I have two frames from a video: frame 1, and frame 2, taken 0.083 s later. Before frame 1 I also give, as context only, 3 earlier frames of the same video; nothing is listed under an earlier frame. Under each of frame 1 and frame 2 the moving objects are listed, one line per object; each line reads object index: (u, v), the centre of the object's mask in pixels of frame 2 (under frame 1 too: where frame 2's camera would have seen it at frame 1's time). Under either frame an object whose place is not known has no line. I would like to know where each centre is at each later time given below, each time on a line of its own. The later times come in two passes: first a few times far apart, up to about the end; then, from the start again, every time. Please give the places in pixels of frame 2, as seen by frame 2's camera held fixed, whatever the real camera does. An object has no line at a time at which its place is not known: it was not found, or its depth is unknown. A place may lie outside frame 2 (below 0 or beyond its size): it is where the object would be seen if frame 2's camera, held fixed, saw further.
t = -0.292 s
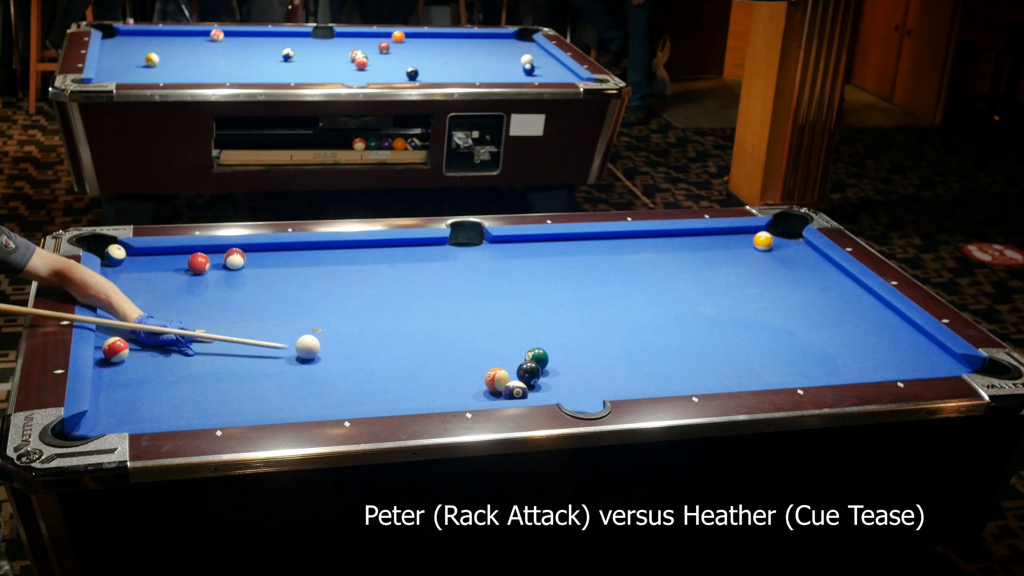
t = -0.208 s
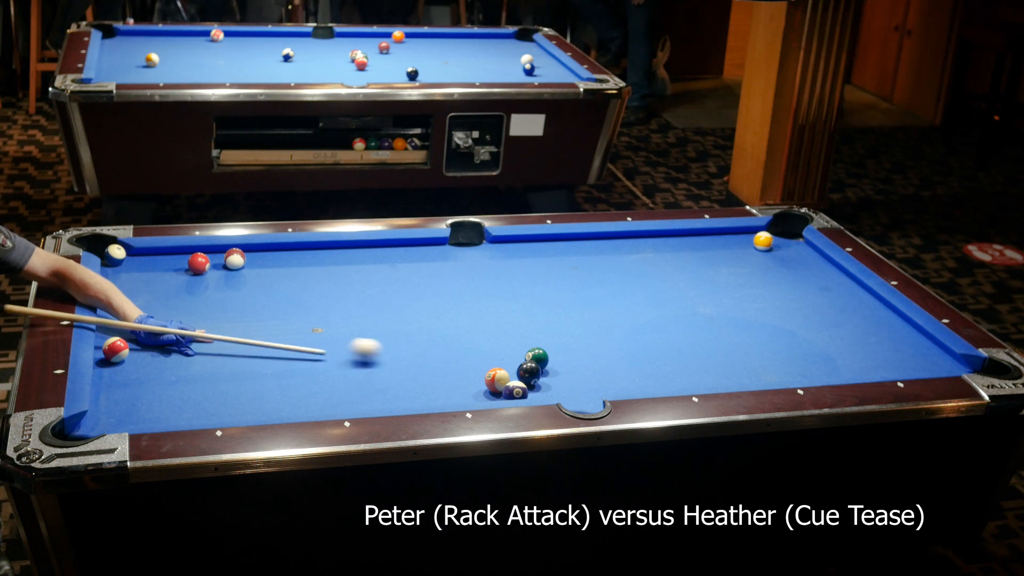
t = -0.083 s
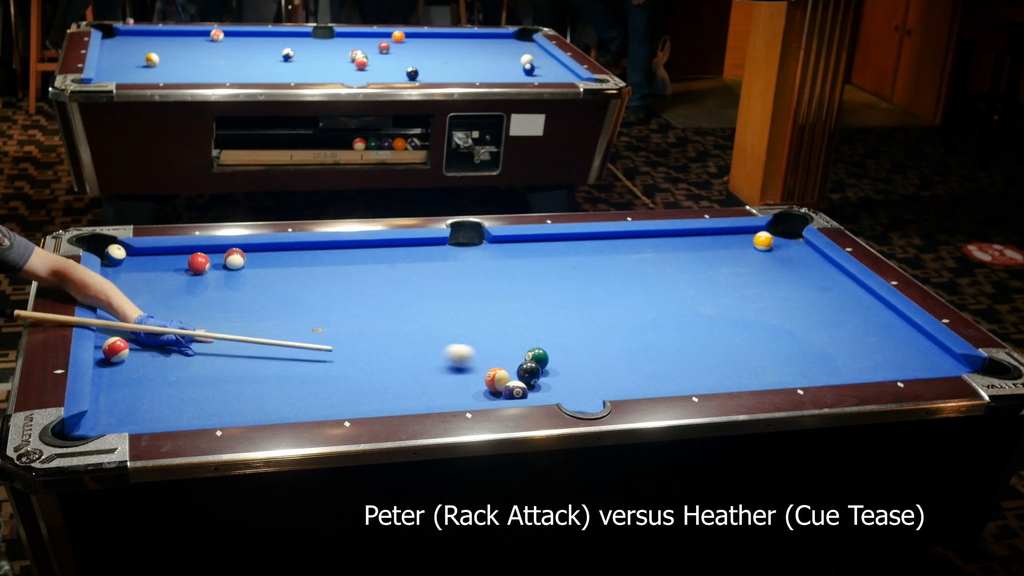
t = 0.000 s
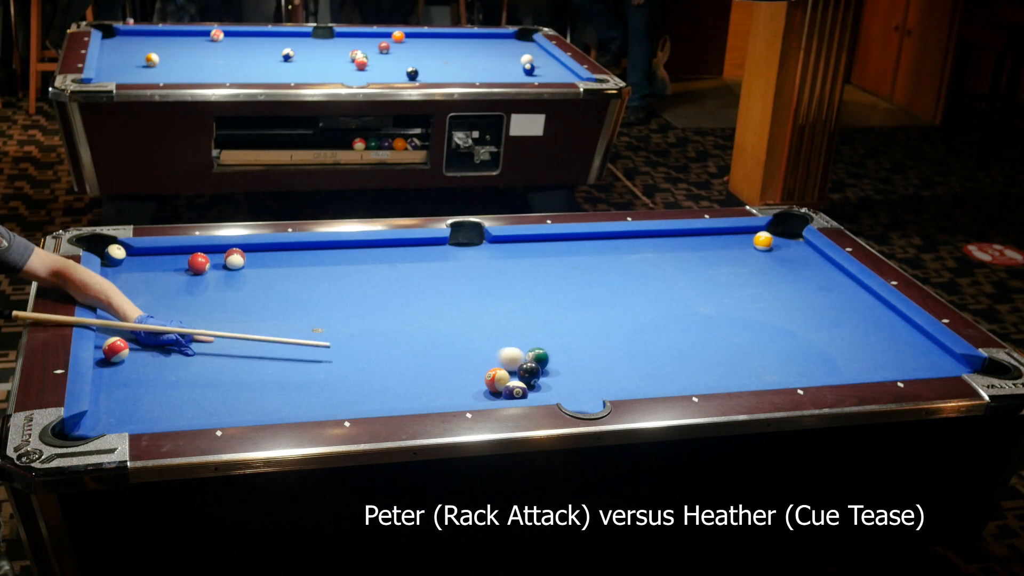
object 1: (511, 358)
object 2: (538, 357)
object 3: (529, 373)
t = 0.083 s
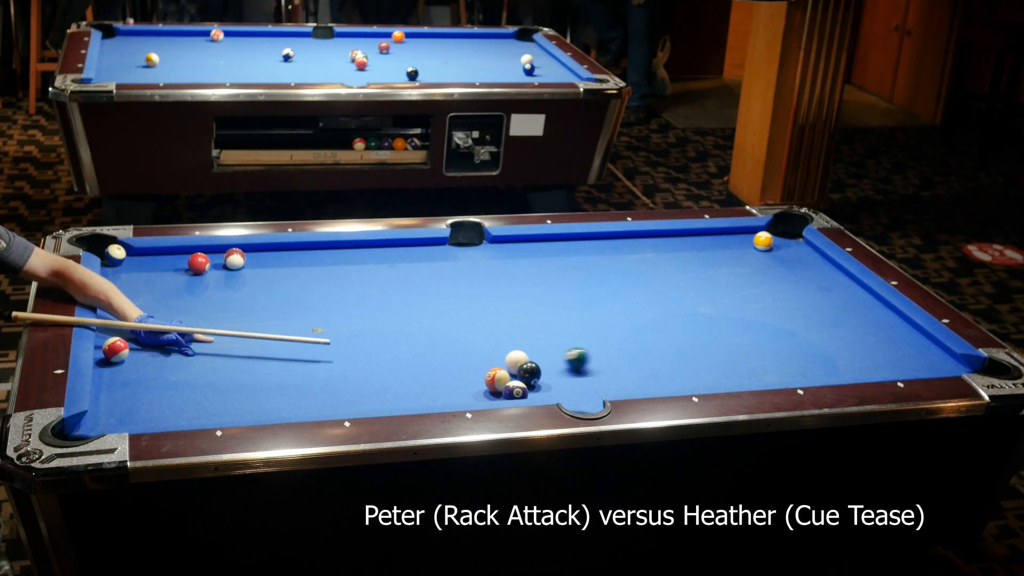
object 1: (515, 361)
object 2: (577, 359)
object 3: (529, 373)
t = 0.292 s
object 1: (526, 362)
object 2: (653, 359)
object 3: (537, 379)
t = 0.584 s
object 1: (538, 364)
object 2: (748, 358)
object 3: (547, 385)
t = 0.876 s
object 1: (546, 365)
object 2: (838, 357)
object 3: (555, 389)
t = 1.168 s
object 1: (551, 365)
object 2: (922, 357)
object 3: (561, 393)
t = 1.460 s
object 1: (552, 366)
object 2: (934, 363)
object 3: (564, 396)
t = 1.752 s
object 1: (552, 366)
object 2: (903, 363)
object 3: (567, 397)
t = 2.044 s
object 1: (552, 366)
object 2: (874, 361)
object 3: (566, 396)
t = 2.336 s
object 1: (552, 366)
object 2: (849, 358)
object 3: (566, 396)
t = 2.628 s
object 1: (552, 366)
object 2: (827, 355)
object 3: (566, 396)
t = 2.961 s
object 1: (552, 366)
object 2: (807, 353)
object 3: (566, 396)
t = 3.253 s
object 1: (552, 366)
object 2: (793, 352)
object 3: (566, 396)
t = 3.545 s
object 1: (552, 366)
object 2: (784, 352)
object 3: (566, 396)
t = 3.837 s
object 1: (552, 366)
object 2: (778, 352)
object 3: (566, 396)
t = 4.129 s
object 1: (552, 366)
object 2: (775, 352)
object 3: (566, 396)
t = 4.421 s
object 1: (552, 366)
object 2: (775, 352)
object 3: (566, 396)
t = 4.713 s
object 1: (552, 366)
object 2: (775, 352)
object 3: (566, 396)
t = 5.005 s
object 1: (552, 366)
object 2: (775, 352)
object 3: (566, 396)
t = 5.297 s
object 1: (552, 366)
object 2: (775, 352)
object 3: (566, 396)
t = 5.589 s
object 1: (552, 366)
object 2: (775, 352)
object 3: (566, 396)
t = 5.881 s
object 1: (552, 366)
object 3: (566, 396)
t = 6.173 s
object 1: (552, 366)
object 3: (566, 396)
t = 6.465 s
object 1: (552, 366)
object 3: (566, 396)
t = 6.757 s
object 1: (552, 366)
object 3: (566, 396)
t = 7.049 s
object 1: (552, 366)
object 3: (566, 396)
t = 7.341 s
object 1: (552, 366)
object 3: (566, 396)
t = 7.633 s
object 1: (552, 366)
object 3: (566, 396)
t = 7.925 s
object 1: (552, 366)
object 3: (566, 396)
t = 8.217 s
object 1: (552, 366)
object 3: (566, 396)
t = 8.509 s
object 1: (552, 366)
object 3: (566, 396)
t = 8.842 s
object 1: (552, 366)
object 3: (566, 396)
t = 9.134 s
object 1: (552, 366)
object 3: (566, 396)
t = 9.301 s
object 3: (566, 396)
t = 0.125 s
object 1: (517, 361)
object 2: (594, 359)
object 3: (531, 374)
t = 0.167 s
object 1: (520, 361)
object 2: (610, 359)
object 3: (532, 375)
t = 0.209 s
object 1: (522, 361)
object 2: (624, 359)
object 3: (534, 377)
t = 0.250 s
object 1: (524, 362)
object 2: (638, 359)
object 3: (535, 377)
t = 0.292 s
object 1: (526, 362)
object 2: (653, 359)
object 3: (537, 379)
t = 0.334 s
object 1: (528, 362)
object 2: (666, 359)
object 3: (539, 379)
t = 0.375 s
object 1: (530, 362)
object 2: (681, 359)
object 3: (540, 381)
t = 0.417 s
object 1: (532, 363)
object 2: (694, 359)
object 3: (542, 381)
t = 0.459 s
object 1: (533, 363)
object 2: (708, 359)
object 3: (543, 382)
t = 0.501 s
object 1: (535, 363)
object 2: (721, 358)
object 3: (545, 383)
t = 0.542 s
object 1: (537, 363)
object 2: (735, 359)
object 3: (546, 384)
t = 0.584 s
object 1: (538, 364)
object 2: (748, 358)
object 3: (547, 385)
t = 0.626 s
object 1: (540, 364)
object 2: (761, 358)
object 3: (549, 386)
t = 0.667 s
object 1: (541, 364)
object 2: (774, 358)
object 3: (550, 386)
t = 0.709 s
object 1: (542, 364)
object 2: (787, 358)
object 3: (551, 387)
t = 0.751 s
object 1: (543, 365)
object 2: (800, 358)
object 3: (552, 388)
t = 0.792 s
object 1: (544, 365)
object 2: (813, 358)
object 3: (553, 388)
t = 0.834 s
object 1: (545, 365)
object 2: (825, 358)
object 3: (554, 389)
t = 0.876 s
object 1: (546, 365)
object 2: (838, 357)
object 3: (555, 389)
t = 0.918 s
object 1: (547, 365)
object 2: (850, 357)
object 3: (556, 390)
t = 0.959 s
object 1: (548, 365)
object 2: (862, 357)
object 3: (557, 391)
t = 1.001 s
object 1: (549, 365)
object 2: (875, 357)
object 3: (558, 391)
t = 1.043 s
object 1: (549, 365)
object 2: (887, 357)
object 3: (559, 392)
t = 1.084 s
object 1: (550, 365)
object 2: (899, 357)
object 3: (560, 392)
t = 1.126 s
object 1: (550, 365)
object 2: (909, 357)
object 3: (560, 393)
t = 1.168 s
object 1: (551, 365)
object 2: (922, 357)
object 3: (561, 393)
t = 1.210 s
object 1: (551, 365)
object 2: (934, 358)
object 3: (562, 394)
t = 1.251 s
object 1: (551, 365)
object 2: (944, 357)
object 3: (562, 394)
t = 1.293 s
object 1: (552, 365)
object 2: (947, 358)
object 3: (563, 394)
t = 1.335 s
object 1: (552, 365)
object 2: (944, 360)
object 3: (563, 395)
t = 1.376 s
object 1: (552, 366)
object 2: (941, 361)
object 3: (563, 395)
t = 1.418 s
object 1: (552, 366)
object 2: (938, 362)
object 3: (564, 395)
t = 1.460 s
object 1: (552, 366)
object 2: (934, 363)
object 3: (564, 396)
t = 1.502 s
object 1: (552, 366)
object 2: (932, 364)
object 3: (565, 396)
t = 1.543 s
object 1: (552, 366)
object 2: (927, 365)
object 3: (565, 396)
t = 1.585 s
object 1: (552, 366)
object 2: (922, 365)
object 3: (566, 396)
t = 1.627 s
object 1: (552, 366)
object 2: (917, 364)
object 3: (566, 397)
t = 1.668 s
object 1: (552, 366)
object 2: (912, 364)
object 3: (566, 397)
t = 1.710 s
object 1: (552, 366)
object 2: (908, 364)
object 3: (567, 397)
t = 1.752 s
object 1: (552, 366)
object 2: (903, 363)
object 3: (567, 397)
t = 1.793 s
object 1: (552, 366)
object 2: (899, 363)
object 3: (567, 397)
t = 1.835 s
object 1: (552, 366)
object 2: (895, 363)
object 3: (567, 396)
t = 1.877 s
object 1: (552, 366)
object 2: (891, 363)
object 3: (567, 396)
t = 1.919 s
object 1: (552, 366)
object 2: (886, 362)
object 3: (566, 396)
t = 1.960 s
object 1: (552, 366)
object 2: (882, 362)
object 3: (566, 396)
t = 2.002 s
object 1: (552, 366)
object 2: (878, 362)
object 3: (566, 396)
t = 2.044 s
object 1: (552, 366)
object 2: (874, 361)
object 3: (566, 396)
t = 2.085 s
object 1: (552, 366)
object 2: (870, 361)
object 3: (566, 396)
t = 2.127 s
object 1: (552, 366)
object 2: (867, 360)
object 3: (566, 396)
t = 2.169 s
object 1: (552, 366)
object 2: (863, 360)
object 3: (566, 396)
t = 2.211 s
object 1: (552, 366)
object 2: (859, 359)
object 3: (566, 396)
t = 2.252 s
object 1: (552, 366)
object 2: (856, 359)
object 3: (566, 396)
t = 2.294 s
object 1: (552, 366)
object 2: (852, 358)
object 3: (566, 396)
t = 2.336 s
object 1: (552, 366)
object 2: (849, 358)
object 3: (566, 396)
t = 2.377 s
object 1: (552, 366)
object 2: (845, 358)
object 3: (566, 396)
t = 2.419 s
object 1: (552, 366)
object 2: (842, 357)
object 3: (566, 396)
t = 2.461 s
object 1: (552, 366)
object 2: (839, 357)
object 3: (566, 396)
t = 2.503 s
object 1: (552, 366)
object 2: (836, 356)
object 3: (566, 396)
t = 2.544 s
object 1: (552, 366)
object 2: (833, 356)
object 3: (566, 396)
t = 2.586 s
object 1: (552, 366)
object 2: (830, 355)
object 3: (566, 396)
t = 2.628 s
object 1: (552, 366)
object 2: (827, 355)
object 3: (566, 396)
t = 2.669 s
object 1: (552, 366)
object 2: (824, 355)
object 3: (566, 396)
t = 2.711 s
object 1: (552, 366)
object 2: (822, 355)
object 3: (566, 396)
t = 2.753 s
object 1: (552, 366)
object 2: (819, 354)
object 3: (566, 396)
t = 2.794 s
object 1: (552, 366)
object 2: (816, 354)
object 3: (566, 396)
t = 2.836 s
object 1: (552, 366)
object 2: (814, 354)
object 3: (566, 396)
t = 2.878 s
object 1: (552, 366)
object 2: (812, 354)
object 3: (566, 396)
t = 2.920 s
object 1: (552, 366)
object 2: (809, 353)
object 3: (566, 396)
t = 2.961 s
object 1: (552, 366)
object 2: (807, 353)
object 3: (566, 396)
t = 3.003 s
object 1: (552, 366)
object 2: (805, 353)
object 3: (566, 396)
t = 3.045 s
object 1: (552, 366)
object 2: (803, 353)
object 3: (566, 396)
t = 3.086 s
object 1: (552, 366)
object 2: (800, 353)
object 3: (566, 396)
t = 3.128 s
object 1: (552, 366)
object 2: (799, 353)
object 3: (566, 396)
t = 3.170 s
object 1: (552, 366)
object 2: (797, 353)
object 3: (566, 396)
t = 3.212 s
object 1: (552, 366)
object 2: (795, 353)
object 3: (566, 396)
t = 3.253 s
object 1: (552, 366)
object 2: (793, 352)
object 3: (566, 396)
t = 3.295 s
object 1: (552, 366)
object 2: (792, 352)
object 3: (566, 396)
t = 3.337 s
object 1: (552, 366)
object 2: (790, 352)
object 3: (566, 396)
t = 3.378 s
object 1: (552, 366)
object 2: (789, 352)
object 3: (566, 396)
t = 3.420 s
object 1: (552, 366)
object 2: (788, 352)
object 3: (566, 396)
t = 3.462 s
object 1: (552, 366)
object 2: (786, 352)
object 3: (566, 396)
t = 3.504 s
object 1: (552, 366)
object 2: (785, 352)
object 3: (566, 396)
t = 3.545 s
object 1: (552, 366)
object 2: (784, 352)
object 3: (566, 396)
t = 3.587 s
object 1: (552, 366)
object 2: (783, 352)
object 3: (566, 396)
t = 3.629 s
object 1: (552, 366)
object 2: (782, 352)
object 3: (566, 396)
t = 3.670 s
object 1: (552, 366)
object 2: (781, 352)
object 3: (566, 396)
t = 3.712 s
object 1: (552, 366)
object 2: (780, 352)
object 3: (566, 396)
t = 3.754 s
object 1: (552, 366)
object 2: (779, 352)
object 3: (566, 396)
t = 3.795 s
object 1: (552, 366)
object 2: (778, 352)
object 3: (566, 396)
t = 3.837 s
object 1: (552, 366)
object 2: (778, 352)
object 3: (566, 396)
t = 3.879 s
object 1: (552, 366)
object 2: (777, 352)
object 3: (566, 396)
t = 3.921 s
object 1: (552, 366)
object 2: (777, 352)
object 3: (566, 396)
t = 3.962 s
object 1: (552, 366)
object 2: (776, 352)
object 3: (566, 396)
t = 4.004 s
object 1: (552, 366)
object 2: (776, 352)
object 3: (566, 396)
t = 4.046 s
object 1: (552, 366)
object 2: (776, 352)
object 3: (566, 396)
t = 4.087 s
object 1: (552, 366)
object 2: (776, 352)
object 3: (566, 396)
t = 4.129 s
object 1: (552, 366)
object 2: (775, 352)
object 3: (566, 396)
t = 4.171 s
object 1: (552, 366)
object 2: (775, 352)
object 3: (566, 396)
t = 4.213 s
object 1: (552, 366)
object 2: (775, 352)
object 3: (566, 396)
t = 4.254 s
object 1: (552, 366)
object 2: (775, 352)
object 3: (566, 396)
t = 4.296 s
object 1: (552, 366)
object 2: (775, 352)
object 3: (566, 396)
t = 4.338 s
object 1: (552, 366)
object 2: (775, 352)
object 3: (566, 396)
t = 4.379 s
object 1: (552, 366)
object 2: (775, 352)
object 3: (566, 396)
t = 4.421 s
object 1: (552, 366)
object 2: (775, 352)
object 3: (566, 396)
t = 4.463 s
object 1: (552, 366)
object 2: (775, 352)
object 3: (566, 396)
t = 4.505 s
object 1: (552, 366)
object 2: (775, 352)
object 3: (566, 396)
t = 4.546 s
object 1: (552, 366)
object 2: (775, 352)
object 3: (566, 396)
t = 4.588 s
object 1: (552, 366)
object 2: (775, 352)
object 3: (566, 396)
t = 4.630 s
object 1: (552, 366)
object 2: (775, 352)
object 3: (566, 396)
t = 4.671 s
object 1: (552, 366)
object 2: (775, 352)
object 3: (566, 396)
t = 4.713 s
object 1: (552, 366)
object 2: (775, 352)
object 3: (566, 396)
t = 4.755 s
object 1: (552, 366)
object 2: (775, 352)
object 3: (566, 396)
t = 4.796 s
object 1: (552, 366)
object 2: (775, 352)
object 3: (566, 396)
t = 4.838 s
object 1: (552, 366)
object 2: (775, 352)
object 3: (566, 396)
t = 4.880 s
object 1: (552, 366)
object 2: (775, 352)
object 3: (566, 396)
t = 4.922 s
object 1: (552, 366)
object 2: (775, 352)
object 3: (566, 396)
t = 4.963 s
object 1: (552, 366)
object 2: (775, 352)
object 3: (566, 396)
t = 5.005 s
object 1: (552, 366)
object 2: (775, 352)
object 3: (566, 396)
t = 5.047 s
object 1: (552, 366)
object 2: (775, 352)
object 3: (566, 396)
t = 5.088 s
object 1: (552, 366)
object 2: (775, 352)
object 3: (566, 396)
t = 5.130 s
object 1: (552, 366)
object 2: (775, 352)
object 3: (566, 396)
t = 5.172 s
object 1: (552, 366)
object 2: (775, 352)
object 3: (566, 396)
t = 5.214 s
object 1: (552, 366)
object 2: (775, 352)
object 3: (566, 396)
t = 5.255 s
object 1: (552, 366)
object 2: (775, 352)
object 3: (566, 396)
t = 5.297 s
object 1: (552, 366)
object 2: (775, 352)
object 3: (566, 396)
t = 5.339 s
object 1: (552, 366)
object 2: (775, 352)
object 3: (566, 396)
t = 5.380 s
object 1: (552, 366)
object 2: (775, 352)
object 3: (566, 396)
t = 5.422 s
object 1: (552, 366)
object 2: (775, 352)
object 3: (566, 396)
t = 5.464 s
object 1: (552, 366)
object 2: (775, 352)
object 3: (566, 396)
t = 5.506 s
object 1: (552, 366)
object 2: (775, 352)
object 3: (566, 396)
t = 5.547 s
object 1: (552, 366)
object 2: (775, 352)
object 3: (566, 396)
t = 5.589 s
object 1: (552, 366)
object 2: (775, 352)
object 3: (566, 396)
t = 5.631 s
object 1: (552, 366)
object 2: (775, 352)
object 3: (566, 396)
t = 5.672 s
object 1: (552, 366)
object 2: (775, 352)
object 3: (566, 396)
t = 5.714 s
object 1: (552, 366)
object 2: (775, 352)
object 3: (566, 396)
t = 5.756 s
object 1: (552, 366)
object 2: (775, 352)
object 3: (566, 396)
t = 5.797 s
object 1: (552, 366)
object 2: (775, 352)
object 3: (566, 396)
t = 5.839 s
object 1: (552, 366)
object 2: (775, 351)
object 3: (566, 396)
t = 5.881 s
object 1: (552, 366)
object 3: (566, 396)
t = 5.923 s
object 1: (552, 366)
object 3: (566, 396)
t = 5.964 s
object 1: (552, 366)
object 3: (566, 396)
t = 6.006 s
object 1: (552, 366)
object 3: (566, 396)
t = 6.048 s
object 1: (552, 366)
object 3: (566, 396)
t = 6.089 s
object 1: (552, 366)
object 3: (566, 396)
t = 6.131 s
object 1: (552, 366)
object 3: (566, 396)
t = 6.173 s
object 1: (552, 366)
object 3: (566, 396)
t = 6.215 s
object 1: (552, 366)
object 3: (566, 396)
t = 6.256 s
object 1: (552, 366)
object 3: (566, 396)
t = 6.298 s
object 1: (552, 366)
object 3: (566, 396)
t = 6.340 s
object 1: (552, 366)
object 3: (566, 396)
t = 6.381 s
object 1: (552, 366)
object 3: (566, 396)
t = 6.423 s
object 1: (552, 366)
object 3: (566, 396)
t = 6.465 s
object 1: (552, 366)
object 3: (566, 396)
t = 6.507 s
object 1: (552, 366)
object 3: (566, 396)
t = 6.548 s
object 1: (552, 366)
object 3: (566, 396)
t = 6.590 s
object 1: (552, 366)
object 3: (566, 396)
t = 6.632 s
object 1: (552, 366)
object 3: (566, 396)
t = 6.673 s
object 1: (552, 366)
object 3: (566, 396)
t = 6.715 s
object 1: (552, 366)
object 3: (566, 396)
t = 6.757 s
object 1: (552, 366)
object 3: (566, 396)
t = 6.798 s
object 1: (552, 366)
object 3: (566, 396)
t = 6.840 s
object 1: (552, 366)
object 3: (566, 396)
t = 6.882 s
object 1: (552, 366)
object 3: (566, 396)
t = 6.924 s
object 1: (552, 366)
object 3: (566, 396)
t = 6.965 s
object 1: (552, 366)
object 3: (566, 396)
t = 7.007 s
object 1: (552, 366)
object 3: (566, 396)
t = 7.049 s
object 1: (552, 366)
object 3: (566, 396)
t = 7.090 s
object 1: (552, 366)
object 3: (566, 396)
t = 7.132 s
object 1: (552, 366)
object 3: (566, 396)
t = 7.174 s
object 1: (552, 366)
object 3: (566, 396)
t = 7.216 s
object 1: (552, 366)
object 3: (566, 396)
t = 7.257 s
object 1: (552, 366)
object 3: (566, 396)
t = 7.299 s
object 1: (552, 366)
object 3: (566, 396)
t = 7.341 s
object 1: (552, 366)
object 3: (566, 396)
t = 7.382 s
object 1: (552, 366)
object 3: (566, 396)
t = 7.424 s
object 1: (552, 366)
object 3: (566, 396)
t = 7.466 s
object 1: (552, 366)
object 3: (566, 396)
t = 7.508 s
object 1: (552, 366)
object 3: (566, 396)
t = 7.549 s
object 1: (552, 366)
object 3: (566, 396)
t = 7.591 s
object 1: (552, 366)
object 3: (566, 396)
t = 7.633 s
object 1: (552, 366)
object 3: (566, 396)
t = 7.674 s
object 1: (552, 366)
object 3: (566, 396)
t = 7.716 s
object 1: (552, 366)
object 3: (566, 396)
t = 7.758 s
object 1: (552, 366)
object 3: (566, 396)
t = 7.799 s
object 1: (552, 366)
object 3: (566, 396)
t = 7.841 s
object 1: (552, 366)
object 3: (566, 396)
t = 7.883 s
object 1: (552, 366)
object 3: (566, 396)
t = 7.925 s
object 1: (552, 366)
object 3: (566, 396)
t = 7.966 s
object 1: (552, 366)
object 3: (566, 396)
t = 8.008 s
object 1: (552, 366)
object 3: (566, 396)
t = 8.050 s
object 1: (552, 366)
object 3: (566, 396)
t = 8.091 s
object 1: (552, 366)
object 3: (566, 396)
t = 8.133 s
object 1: (552, 366)
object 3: (566, 396)
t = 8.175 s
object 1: (552, 366)
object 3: (566, 396)
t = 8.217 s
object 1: (552, 366)
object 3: (566, 396)
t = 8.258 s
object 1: (552, 366)
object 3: (566, 396)
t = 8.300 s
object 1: (552, 366)
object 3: (566, 396)
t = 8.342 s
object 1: (552, 366)
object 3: (566, 396)
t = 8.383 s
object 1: (552, 366)
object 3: (566, 396)
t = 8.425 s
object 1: (552, 366)
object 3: (566, 396)
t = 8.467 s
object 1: (552, 366)
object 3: (566, 396)
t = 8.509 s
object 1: (552, 366)
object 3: (566, 396)
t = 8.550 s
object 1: (552, 366)
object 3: (566, 396)
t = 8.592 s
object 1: (552, 366)
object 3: (566, 396)
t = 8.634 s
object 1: (552, 366)
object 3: (566, 396)
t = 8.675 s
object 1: (553, 366)
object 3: (566, 396)
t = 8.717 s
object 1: (550, 365)
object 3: (568, 397)
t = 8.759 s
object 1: (552, 366)
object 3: (563, 395)
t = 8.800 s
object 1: (552, 366)
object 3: (563, 395)
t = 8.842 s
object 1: (552, 366)
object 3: (566, 396)
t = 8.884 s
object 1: (552, 366)
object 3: (566, 396)
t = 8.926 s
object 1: (552, 366)
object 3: (566, 396)
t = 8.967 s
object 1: (552, 366)
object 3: (566, 396)
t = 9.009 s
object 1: (552, 366)
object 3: (566, 396)
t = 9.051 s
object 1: (552, 366)
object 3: (566, 396)
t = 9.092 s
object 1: (552, 366)
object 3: (566, 396)
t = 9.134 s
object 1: (552, 366)
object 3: (566, 396)
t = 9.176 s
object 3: (566, 396)
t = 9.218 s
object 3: (566, 396)
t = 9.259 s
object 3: (566, 396)
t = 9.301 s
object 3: (566, 396)
